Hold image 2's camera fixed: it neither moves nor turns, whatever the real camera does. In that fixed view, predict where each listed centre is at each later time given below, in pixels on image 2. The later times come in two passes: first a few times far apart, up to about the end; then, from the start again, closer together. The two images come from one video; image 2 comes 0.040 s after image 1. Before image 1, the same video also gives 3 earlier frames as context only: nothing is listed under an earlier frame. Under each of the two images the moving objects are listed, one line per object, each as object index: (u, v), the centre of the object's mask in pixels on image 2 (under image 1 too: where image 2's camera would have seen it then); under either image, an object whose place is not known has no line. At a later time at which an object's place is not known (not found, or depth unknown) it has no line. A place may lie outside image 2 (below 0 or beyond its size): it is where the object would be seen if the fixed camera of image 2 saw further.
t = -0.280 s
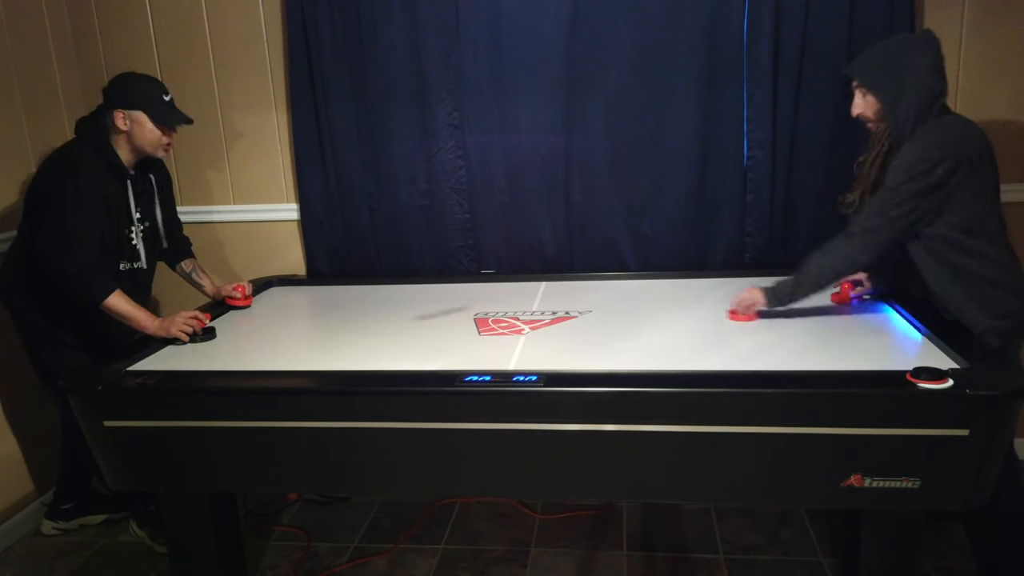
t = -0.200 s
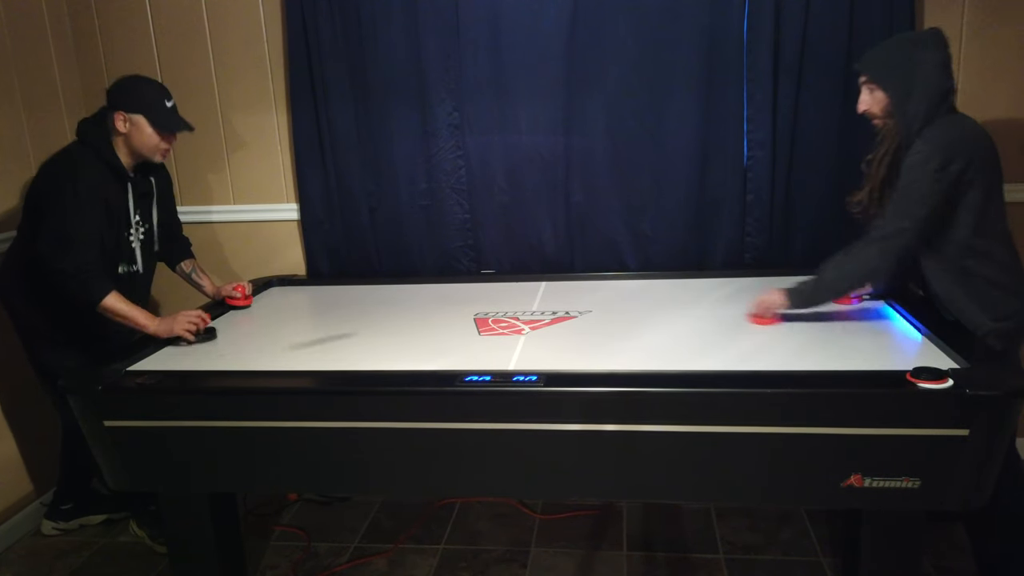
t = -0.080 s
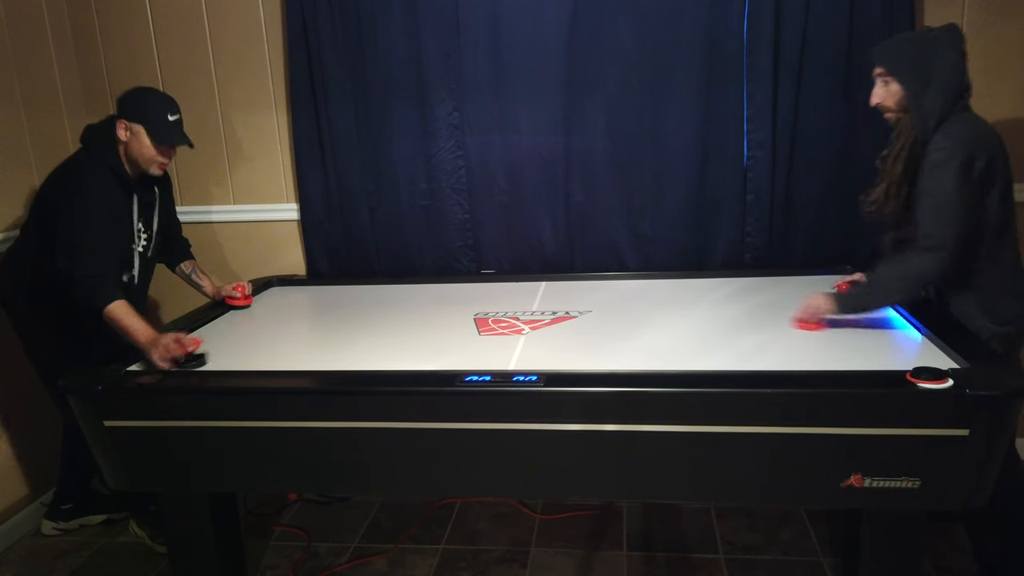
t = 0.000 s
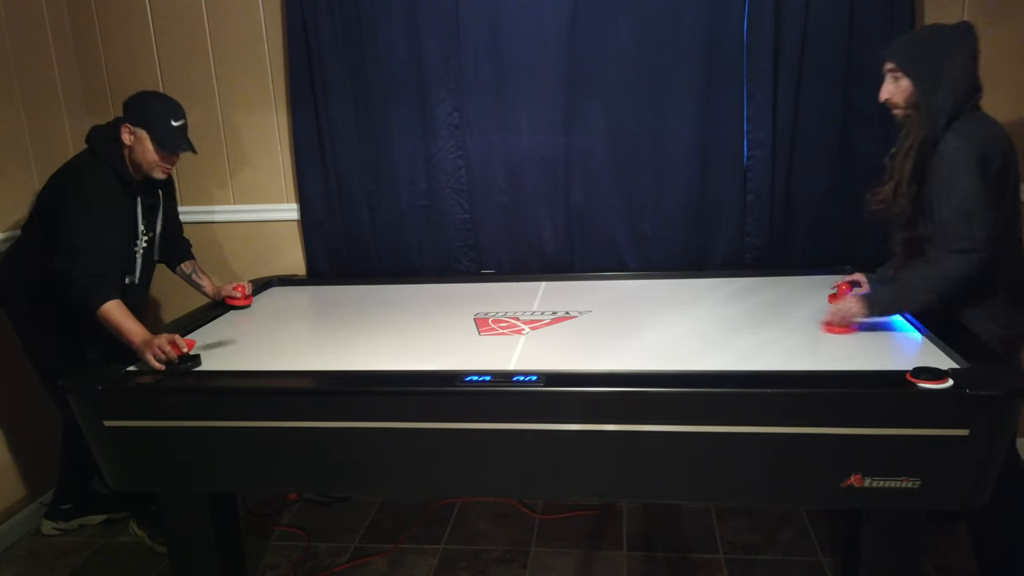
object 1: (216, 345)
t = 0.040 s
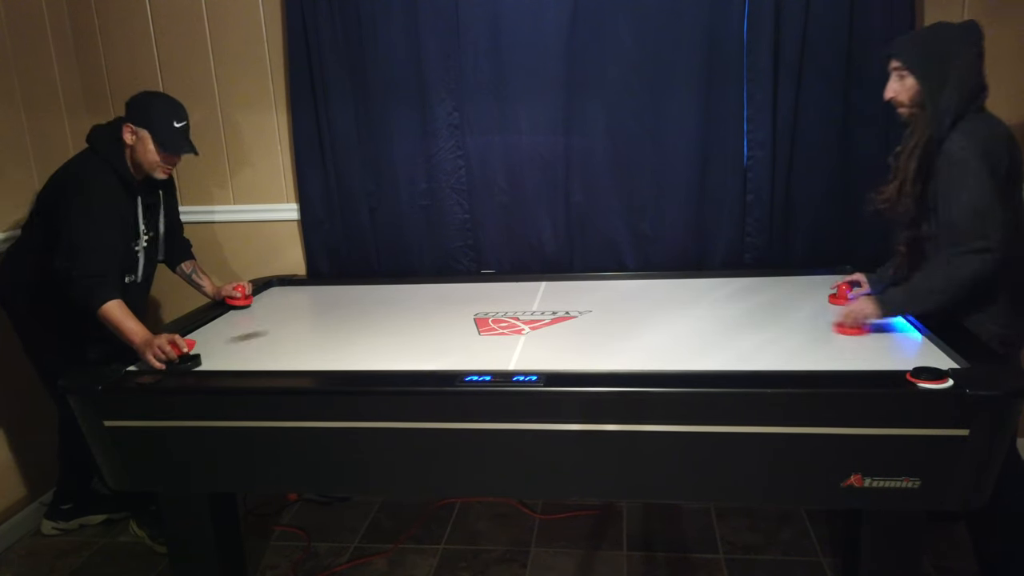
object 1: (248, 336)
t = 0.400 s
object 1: (456, 292)
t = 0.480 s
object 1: (481, 301)
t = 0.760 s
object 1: (589, 339)
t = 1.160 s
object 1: (774, 354)
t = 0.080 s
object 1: (279, 328)
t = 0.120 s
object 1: (307, 320)
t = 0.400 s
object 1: (456, 292)
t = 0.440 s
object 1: (468, 296)
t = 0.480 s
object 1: (481, 301)
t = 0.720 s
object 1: (572, 333)
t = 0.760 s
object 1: (589, 339)
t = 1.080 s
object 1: (743, 362)
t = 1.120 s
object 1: (759, 358)
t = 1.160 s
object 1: (774, 354)
